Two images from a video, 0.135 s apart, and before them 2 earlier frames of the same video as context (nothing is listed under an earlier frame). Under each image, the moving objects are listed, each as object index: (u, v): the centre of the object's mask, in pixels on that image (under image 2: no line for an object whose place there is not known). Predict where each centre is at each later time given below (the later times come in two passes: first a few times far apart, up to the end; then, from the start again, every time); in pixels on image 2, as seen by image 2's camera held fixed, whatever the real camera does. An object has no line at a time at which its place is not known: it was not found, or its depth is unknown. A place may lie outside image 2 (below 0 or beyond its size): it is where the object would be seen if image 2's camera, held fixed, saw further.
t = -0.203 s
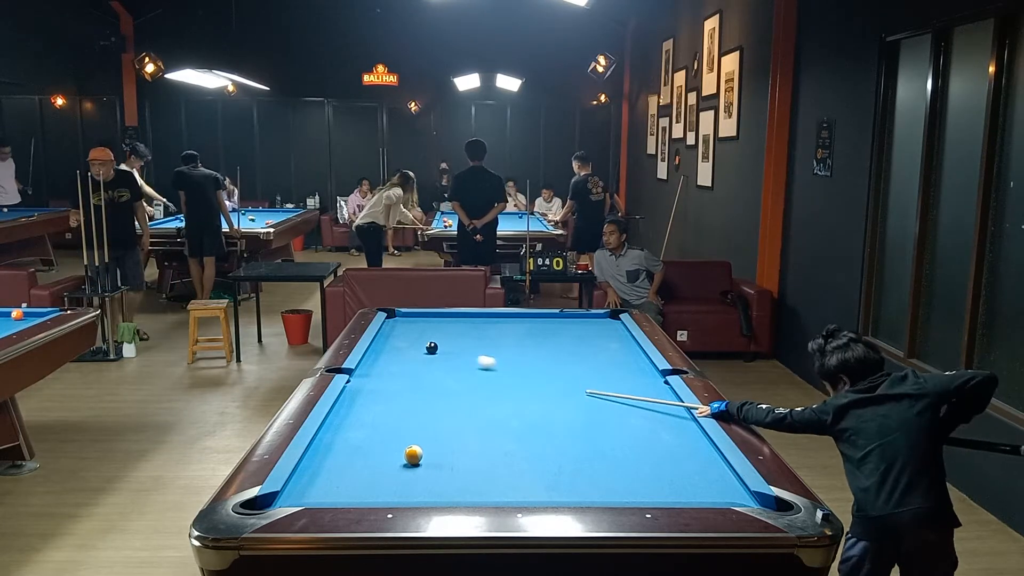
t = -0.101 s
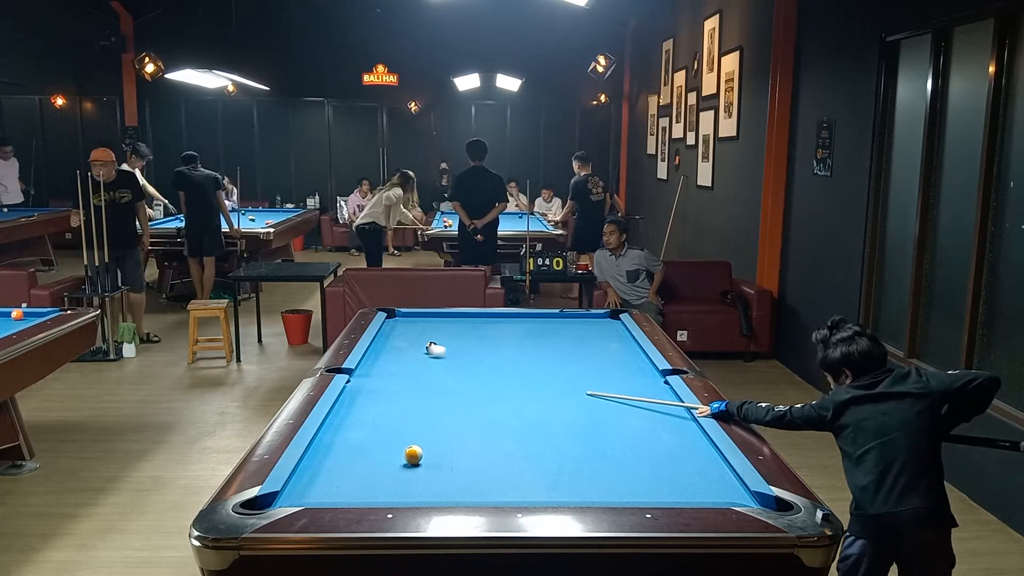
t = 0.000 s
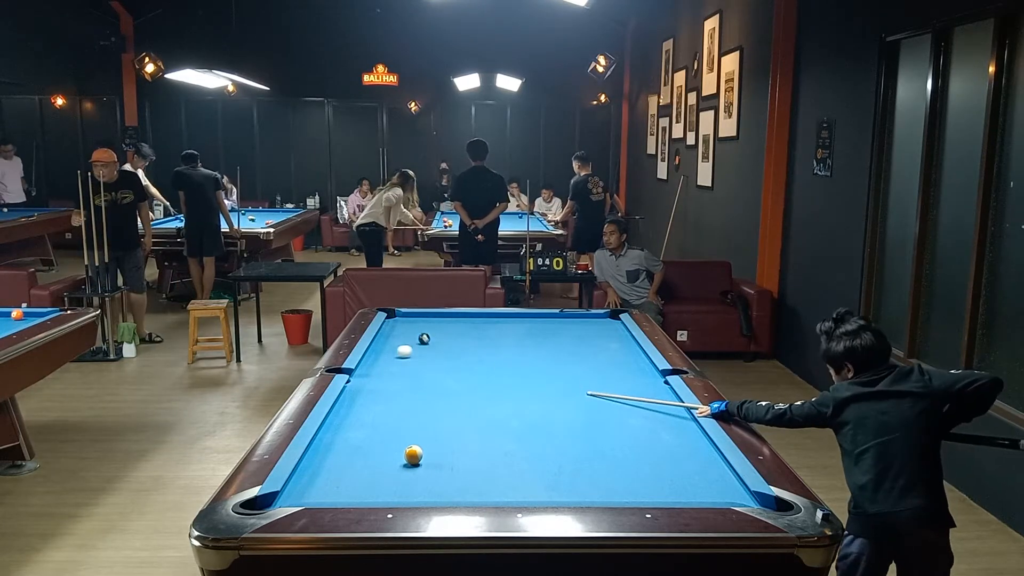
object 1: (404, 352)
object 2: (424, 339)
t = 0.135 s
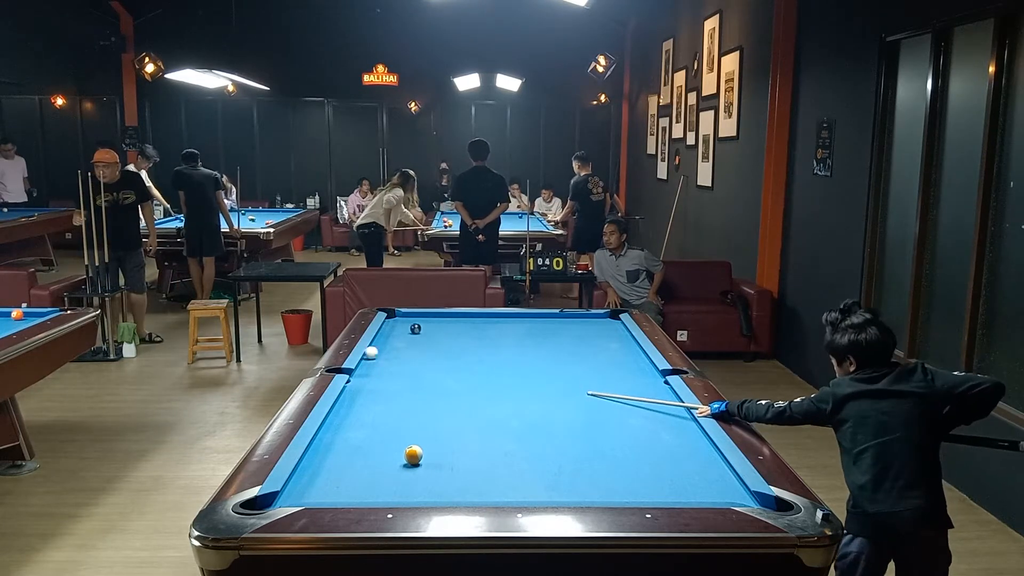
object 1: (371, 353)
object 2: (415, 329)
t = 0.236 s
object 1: (382, 355)
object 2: (410, 323)
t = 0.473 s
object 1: (410, 358)
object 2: (396, 317)
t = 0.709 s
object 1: (438, 361)
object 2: (393, 323)
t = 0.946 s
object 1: (465, 365)
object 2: (398, 330)
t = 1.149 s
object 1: (488, 368)
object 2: (403, 335)
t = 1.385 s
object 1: (515, 371)
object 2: (408, 341)
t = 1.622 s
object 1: (542, 374)
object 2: (414, 348)
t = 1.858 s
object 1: (568, 377)
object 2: (420, 355)
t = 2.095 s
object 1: (594, 380)
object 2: (426, 362)
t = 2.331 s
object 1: (619, 383)
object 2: (432, 369)
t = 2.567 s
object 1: (644, 386)
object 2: (438, 376)
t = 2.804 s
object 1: (664, 389)
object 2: (445, 383)
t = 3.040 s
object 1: (653, 391)
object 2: (451, 390)
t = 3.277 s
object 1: (642, 392)
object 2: (457, 398)
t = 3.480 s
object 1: (634, 393)
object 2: (463, 404)
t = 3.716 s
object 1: (625, 394)
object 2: (469, 411)
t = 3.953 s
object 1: (618, 395)
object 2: (476, 419)
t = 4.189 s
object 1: (611, 395)
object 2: (482, 427)
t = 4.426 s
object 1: (606, 396)
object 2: (488, 434)
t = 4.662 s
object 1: (601, 396)
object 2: (494, 441)
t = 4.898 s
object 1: (598, 397)
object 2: (501, 448)
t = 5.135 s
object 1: (597, 397)
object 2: (507, 454)
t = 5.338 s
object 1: (596, 397)
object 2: (513, 460)
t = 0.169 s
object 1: (374, 354)
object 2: (413, 326)
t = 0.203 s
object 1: (378, 354)
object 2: (412, 324)
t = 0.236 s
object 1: (382, 355)
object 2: (410, 323)
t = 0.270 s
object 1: (386, 355)
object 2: (408, 320)
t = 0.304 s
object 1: (390, 356)
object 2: (407, 319)
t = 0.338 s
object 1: (395, 356)
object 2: (405, 317)
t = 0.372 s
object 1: (398, 356)
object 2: (403, 315)
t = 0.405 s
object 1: (402, 357)
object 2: (401, 315)
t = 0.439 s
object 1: (406, 357)
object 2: (398, 316)
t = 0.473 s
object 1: (410, 358)
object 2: (396, 317)
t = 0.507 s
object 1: (414, 358)
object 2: (392, 318)
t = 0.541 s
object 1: (418, 359)
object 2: (390, 319)
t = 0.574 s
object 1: (422, 359)
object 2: (390, 320)
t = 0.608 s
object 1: (426, 360)
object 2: (391, 321)
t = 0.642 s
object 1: (430, 360)
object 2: (391, 322)
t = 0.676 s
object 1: (434, 361)
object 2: (393, 322)
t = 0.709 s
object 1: (438, 361)
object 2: (393, 323)
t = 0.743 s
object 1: (442, 362)
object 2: (394, 325)
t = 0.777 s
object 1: (446, 362)
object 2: (394, 325)
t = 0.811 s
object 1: (450, 363)
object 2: (395, 326)
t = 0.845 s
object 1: (454, 363)
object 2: (396, 327)
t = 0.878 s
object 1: (458, 364)
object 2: (397, 328)
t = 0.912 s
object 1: (461, 364)
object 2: (398, 329)
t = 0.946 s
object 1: (465, 365)
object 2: (398, 330)
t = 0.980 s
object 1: (469, 365)
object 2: (399, 331)
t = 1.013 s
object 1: (473, 366)
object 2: (400, 331)
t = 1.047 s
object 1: (477, 366)
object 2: (401, 332)
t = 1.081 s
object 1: (481, 367)
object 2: (401, 333)
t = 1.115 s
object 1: (485, 367)
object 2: (402, 334)
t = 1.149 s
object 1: (488, 368)
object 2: (403, 335)
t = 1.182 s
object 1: (492, 368)
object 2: (404, 336)
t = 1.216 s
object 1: (496, 369)
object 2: (404, 337)
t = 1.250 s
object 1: (500, 369)
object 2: (405, 338)
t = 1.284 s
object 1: (504, 369)
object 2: (406, 339)
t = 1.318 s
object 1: (508, 370)
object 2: (407, 340)
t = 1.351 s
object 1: (511, 370)
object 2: (407, 341)
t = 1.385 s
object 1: (515, 371)
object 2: (408, 341)
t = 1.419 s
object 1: (519, 371)
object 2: (409, 342)
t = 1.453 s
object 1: (523, 372)
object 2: (410, 343)
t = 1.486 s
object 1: (527, 372)
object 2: (411, 344)
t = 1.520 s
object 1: (530, 373)
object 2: (412, 345)
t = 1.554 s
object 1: (534, 373)
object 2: (412, 346)
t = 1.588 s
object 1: (538, 374)
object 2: (413, 347)
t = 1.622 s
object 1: (542, 374)
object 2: (414, 348)
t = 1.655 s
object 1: (545, 375)
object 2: (415, 349)
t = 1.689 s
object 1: (549, 375)
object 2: (416, 350)
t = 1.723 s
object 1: (553, 376)
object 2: (417, 351)
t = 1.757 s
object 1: (557, 376)
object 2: (418, 352)
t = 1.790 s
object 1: (560, 376)
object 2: (418, 353)
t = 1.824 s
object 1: (564, 377)
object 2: (419, 354)
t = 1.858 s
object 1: (568, 377)
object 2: (420, 355)
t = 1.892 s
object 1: (571, 378)
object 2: (421, 356)
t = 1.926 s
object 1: (575, 378)
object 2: (422, 357)
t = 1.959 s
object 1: (579, 379)
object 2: (423, 358)
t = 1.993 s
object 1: (583, 379)
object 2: (423, 359)
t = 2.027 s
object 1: (586, 379)
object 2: (424, 360)
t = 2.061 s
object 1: (590, 380)
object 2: (425, 361)
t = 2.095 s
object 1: (594, 380)
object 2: (426, 362)
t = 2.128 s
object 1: (597, 381)
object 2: (427, 363)
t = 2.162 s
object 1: (601, 381)
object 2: (428, 363)
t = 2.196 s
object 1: (605, 382)
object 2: (429, 365)
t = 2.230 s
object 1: (608, 382)
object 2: (429, 366)
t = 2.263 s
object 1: (612, 383)
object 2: (430, 367)
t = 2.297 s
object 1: (615, 383)
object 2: (431, 368)
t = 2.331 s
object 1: (619, 383)
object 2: (432, 369)
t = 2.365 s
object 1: (623, 384)
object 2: (433, 370)
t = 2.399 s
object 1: (626, 384)
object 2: (434, 370)
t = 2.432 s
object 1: (630, 385)
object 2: (435, 371)
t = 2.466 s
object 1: (634, 385)
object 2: (436, 372)
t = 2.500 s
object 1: (637, 386)
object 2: (436, 373)
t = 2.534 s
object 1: (641, 386)
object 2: (437, 374)
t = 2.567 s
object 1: (644, 386)
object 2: (438, 376)
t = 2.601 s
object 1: (648, 387)
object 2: (439, 377)
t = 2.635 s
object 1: (651, 387)
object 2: (440, 378)
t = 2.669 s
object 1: (655, 388)
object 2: (441, 379)
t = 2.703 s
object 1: (658, 388)
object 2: (442, 380)
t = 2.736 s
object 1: (661, 389)
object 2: (443, 381)
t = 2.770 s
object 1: (665, 389)
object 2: (444, 382)
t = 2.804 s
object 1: (664, 389)
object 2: (445, 383)
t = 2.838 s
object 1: (662, 389)
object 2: (445, 384)
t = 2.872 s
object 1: (661, 390)
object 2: (446, 385)
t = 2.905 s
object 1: (659, 390)
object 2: (447, 386)
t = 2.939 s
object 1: (658, 390)
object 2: (448, 387)
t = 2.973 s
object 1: (656, 390)
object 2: (449, 388)
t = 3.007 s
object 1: (654, 390)
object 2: (450, 389)
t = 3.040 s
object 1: (653, 391)
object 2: (451, 390)
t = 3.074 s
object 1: (651, 391)
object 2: (452, 391)
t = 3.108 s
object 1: (650, 391)
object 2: (453, 392)
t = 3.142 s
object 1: (648, 391)
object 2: (454, 393)
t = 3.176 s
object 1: (647, 391)
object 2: (455, 394)
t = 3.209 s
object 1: (645, 391)
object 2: (456, 395)
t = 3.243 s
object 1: (644, 392)
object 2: (456, 397)
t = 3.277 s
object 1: (642, 392)
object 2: (457, 398)
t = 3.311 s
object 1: (641, 392)
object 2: (458, 399)
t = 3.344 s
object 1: (639, 392)
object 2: (459, 400)
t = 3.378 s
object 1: (638, 392)
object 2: (460, 400)
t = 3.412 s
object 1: (637, 392)
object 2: (461, 402)
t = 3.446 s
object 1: (635, 393)
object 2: (462, 403)
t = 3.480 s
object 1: (634, 393)
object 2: (463, 404)
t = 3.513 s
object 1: (633, 393)
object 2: (464, 405)
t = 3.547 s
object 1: (631, 393)
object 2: (465, 406)
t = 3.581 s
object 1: (630, 393)
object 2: (465, 407)
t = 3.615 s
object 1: (629, 393)
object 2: (466, 408)
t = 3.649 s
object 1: (628, 394)
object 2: (467, 409)
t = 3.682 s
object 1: (627, 394)
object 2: (468, 411)
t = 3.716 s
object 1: (625, 394)
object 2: (469, 411)
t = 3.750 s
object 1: (624, 394)
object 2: (470, 412)
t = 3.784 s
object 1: (623, 394)
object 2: (471, 414)
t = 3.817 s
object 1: (622, 394)
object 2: (472, 414)
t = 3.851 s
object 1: (621, 394)
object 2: (473, 415)
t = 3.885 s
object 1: (620, 394)
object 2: (474, 417)
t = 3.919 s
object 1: (619, 394)
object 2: (475, 418)
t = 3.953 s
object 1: (618, 395)
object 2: (476, 419)
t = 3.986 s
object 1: (617, 395)
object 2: (476, 420)
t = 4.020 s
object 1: (616, 395)
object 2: (477, 421)
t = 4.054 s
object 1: (615, 395)
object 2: (478, 422)
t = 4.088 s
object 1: (614, 395)
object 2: (479, 423)
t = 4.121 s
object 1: (613, 395)
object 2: (480, 424)
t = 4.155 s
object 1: (612, 395)
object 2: (481, 425)
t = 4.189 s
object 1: (611, 395)
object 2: (482, 427)
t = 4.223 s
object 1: (610, 395)
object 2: (483, 427)
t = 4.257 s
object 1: (610, 395)
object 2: (484, 428)
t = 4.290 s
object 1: (609, 395)
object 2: (485, 430)
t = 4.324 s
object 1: (608, 396)
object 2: (485, 431)
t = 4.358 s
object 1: (607, 396)
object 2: (486, 431)
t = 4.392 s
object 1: (606, 396)
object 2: (487, 433)
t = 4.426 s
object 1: (606, 396)
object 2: (488, 434)
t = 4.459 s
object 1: (605, 396)
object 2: (489, 435)
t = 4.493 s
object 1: (604, 396)
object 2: (490, 436)
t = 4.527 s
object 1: (604, 396)
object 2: (491, 437)
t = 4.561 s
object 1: (603, 396)
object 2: (492, 438)
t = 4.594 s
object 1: (602, 396)
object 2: (493, 439)
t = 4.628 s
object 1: (602, 396)
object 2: (494, 440)
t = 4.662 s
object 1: (601, 396)
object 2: (494, 441)
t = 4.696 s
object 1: (601, 396)
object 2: (495, 442)
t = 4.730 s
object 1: (600, 396)
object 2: (496, 443)
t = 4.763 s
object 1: (600, 396)
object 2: (497, 444)
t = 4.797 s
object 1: (600, 396)
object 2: (498, 445)
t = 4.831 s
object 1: (599, 396)
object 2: (499, 446)
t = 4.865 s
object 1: (599, 396)
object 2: (500, 447)
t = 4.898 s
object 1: (598, 397)
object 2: (501, 448)
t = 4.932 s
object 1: (598, 397)
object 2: (502, 448)
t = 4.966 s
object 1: (598, 397)
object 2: (503, 450)
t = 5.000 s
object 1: (597, 397)
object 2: (504, 451)
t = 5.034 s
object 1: (597, 397)
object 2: (505, 451)
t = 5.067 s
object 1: (597, 397)
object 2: (506, 452)
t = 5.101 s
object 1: (597, 397)
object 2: (507, 453)
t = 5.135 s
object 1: (597, 397)
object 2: (507, 454)
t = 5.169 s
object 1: (596, 397)
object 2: (508, 455)
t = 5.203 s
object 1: (596, 397)
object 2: (509, 456)
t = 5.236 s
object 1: (596, 397)
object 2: (510, 457)
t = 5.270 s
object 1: (596, 397)
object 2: (511, 458)
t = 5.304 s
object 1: (596, 397)
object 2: (512, 459)
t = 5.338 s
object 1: (596, 397)
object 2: (513, 460)
